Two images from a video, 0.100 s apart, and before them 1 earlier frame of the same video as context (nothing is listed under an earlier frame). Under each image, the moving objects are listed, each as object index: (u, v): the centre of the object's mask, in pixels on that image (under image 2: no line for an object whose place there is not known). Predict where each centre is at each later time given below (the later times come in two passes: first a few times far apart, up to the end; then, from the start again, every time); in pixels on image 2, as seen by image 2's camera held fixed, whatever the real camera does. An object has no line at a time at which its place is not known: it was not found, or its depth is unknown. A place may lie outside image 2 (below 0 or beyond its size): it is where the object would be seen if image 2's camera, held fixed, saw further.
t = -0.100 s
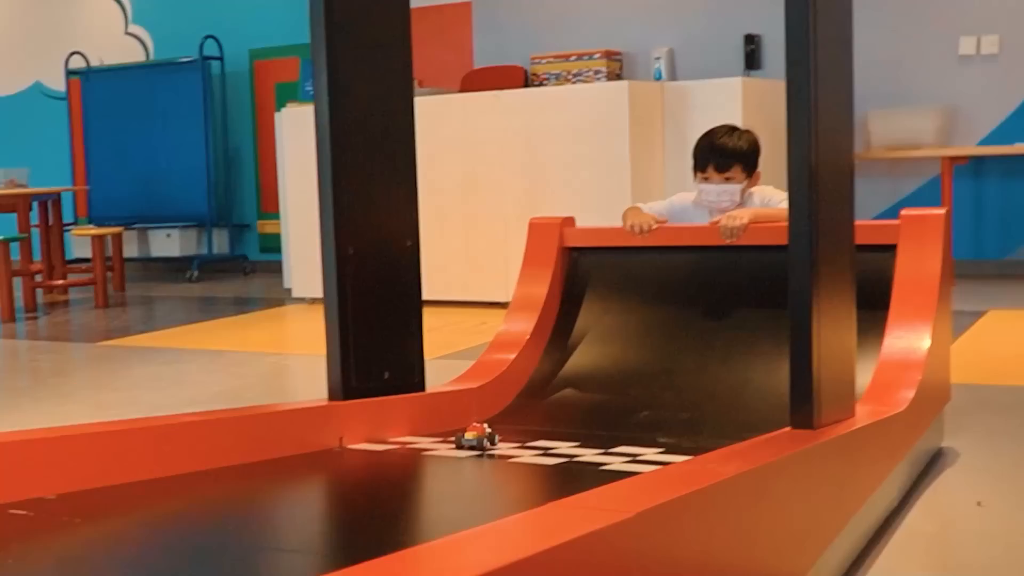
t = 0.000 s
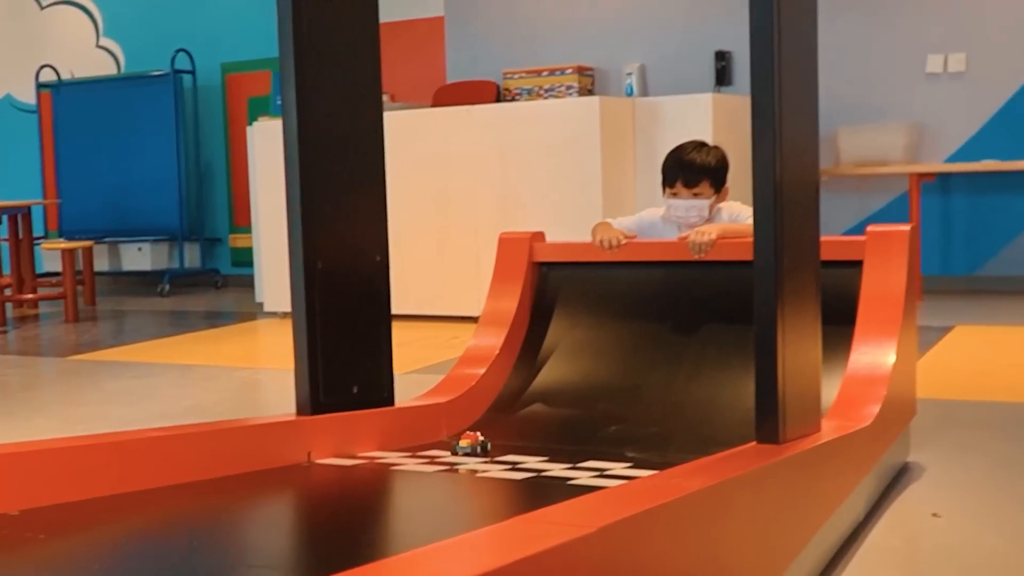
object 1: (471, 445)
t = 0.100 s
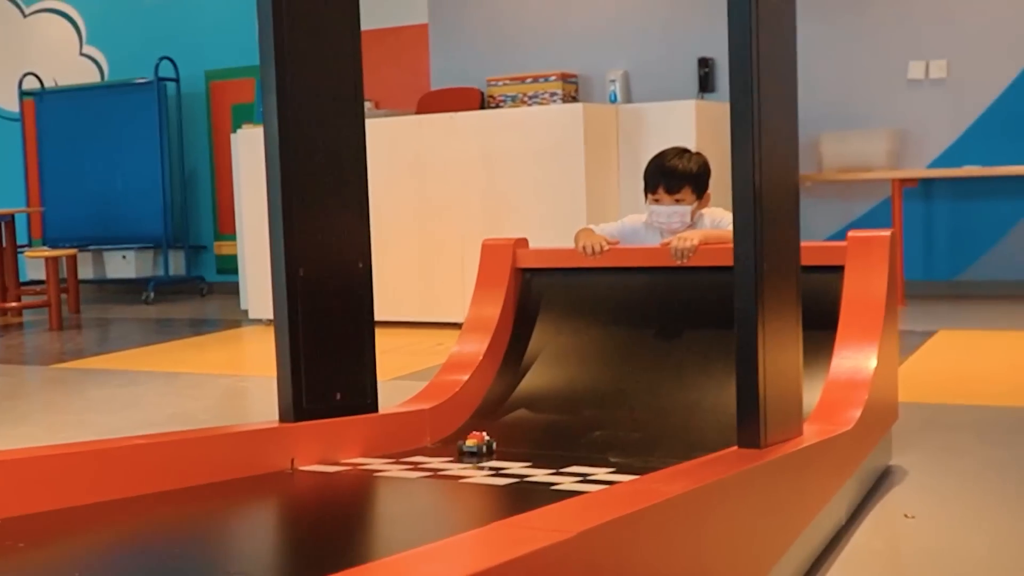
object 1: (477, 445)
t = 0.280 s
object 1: (510, 419)
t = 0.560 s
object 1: (528, 379)
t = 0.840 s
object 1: (518, 406)
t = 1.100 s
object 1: (499, 437)
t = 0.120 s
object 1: (481, 443)
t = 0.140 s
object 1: (486, 442)
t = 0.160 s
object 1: (490, 439)
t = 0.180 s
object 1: (494, 438)
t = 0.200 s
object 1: (497, 434)
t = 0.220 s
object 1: (500, 431)
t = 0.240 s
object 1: (504, 427)
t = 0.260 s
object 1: (507, 423)
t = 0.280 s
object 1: (510, 419)
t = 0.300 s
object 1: (513, 415)
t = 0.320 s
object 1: (515, 410)
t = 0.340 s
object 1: (518, 406)
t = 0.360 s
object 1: (520, 402)
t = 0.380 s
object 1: (522, 398)
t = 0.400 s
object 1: (523, 395)
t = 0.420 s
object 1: (524, 390)
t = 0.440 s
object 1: (526, 386)
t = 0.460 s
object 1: (527, 384)
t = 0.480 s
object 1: (527, 384)
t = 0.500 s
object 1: (527, 382)
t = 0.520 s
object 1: (528, 378)
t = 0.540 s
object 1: (528, 377)
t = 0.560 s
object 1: (528, 379)
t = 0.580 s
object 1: (528, 380)
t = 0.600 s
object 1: (528, 380)
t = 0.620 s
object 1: (528, 381)
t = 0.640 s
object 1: (527, 382)
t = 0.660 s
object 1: (527, 384)
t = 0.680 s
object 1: (526, 386)
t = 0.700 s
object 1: (526, 388)
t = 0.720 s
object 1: (525, 388)
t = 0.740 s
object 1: (524, 394)
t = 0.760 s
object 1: (522, 396)
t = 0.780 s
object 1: (522, 397)
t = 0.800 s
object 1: (520, 400)
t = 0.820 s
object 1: (519, 404)
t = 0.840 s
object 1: (518, 406)
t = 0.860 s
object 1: (516, 409)
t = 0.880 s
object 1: (515, 413)
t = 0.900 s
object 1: (513, 415)
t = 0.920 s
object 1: (512, 418)
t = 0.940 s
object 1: (510, 421)
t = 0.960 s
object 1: (509, 423)
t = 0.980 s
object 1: (507, 426)
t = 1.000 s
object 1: (506, 428)
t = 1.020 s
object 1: (504, 430)
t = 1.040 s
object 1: (503, 432)
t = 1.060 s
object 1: (502, 434)
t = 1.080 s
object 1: (500, 435)
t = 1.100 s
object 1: (499, 437)
